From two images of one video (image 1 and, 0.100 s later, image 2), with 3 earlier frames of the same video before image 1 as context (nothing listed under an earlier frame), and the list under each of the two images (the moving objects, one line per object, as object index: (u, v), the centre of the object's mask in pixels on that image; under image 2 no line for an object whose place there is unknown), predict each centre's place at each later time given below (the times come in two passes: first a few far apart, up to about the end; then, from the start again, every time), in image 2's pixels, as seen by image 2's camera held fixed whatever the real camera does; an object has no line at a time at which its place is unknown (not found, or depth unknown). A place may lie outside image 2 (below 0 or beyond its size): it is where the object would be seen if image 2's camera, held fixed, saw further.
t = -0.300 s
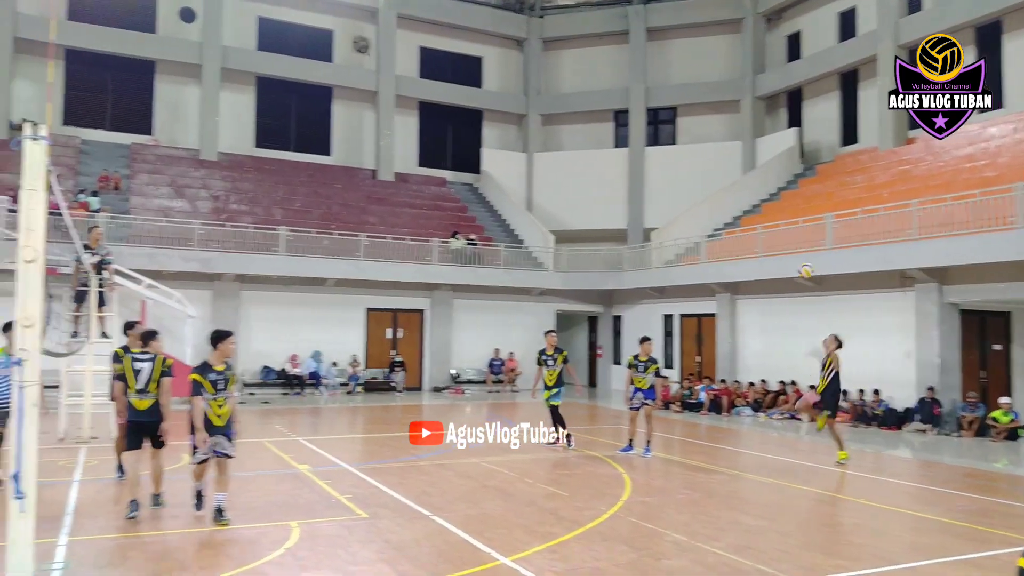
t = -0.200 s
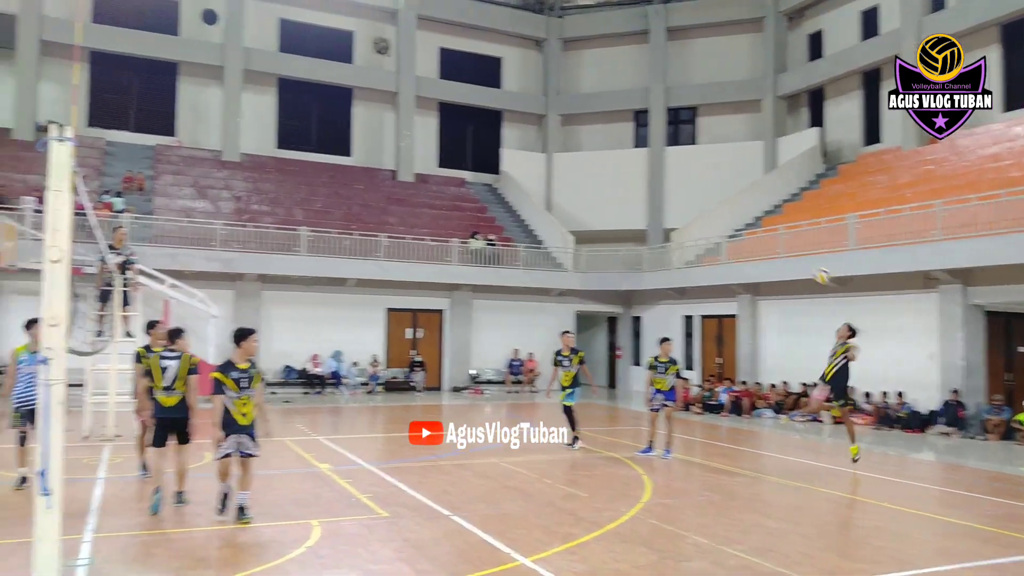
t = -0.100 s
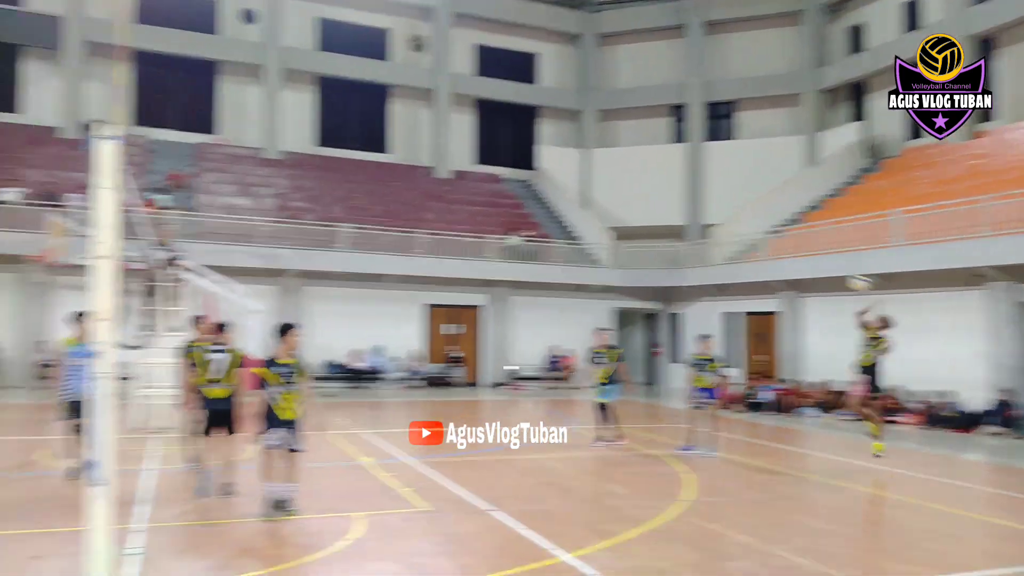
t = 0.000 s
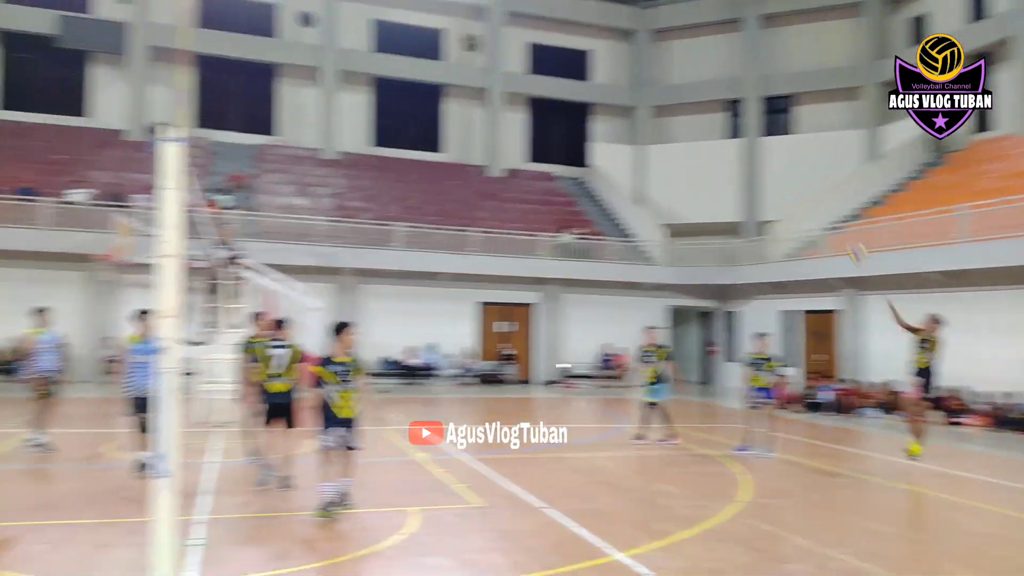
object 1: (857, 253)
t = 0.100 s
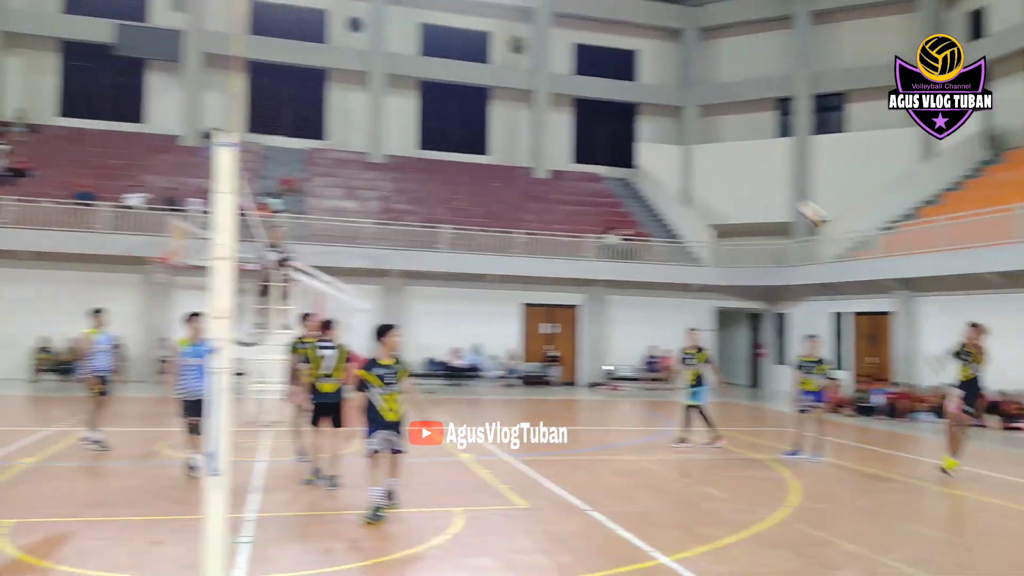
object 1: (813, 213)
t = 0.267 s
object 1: (618, 159)
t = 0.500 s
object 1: (274, 122)
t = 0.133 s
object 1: (777, 201)
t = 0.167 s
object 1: (742, 190)
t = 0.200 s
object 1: (703, 180)
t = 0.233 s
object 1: (665, 171)
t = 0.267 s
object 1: (618, 159)
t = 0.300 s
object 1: (581, 154)
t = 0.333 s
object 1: (531, 146)
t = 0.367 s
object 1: (480, 139)
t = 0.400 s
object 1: (439, 134)
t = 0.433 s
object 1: (386, 127)
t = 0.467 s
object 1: (319, 122)
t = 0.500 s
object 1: (274, 122)
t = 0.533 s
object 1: (207, 120)
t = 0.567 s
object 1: (133, 117)
